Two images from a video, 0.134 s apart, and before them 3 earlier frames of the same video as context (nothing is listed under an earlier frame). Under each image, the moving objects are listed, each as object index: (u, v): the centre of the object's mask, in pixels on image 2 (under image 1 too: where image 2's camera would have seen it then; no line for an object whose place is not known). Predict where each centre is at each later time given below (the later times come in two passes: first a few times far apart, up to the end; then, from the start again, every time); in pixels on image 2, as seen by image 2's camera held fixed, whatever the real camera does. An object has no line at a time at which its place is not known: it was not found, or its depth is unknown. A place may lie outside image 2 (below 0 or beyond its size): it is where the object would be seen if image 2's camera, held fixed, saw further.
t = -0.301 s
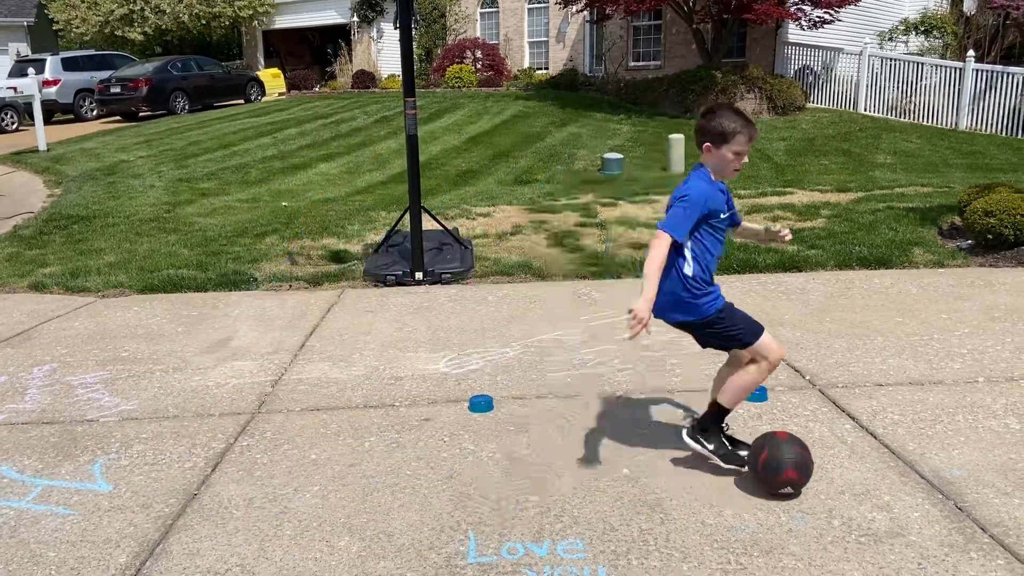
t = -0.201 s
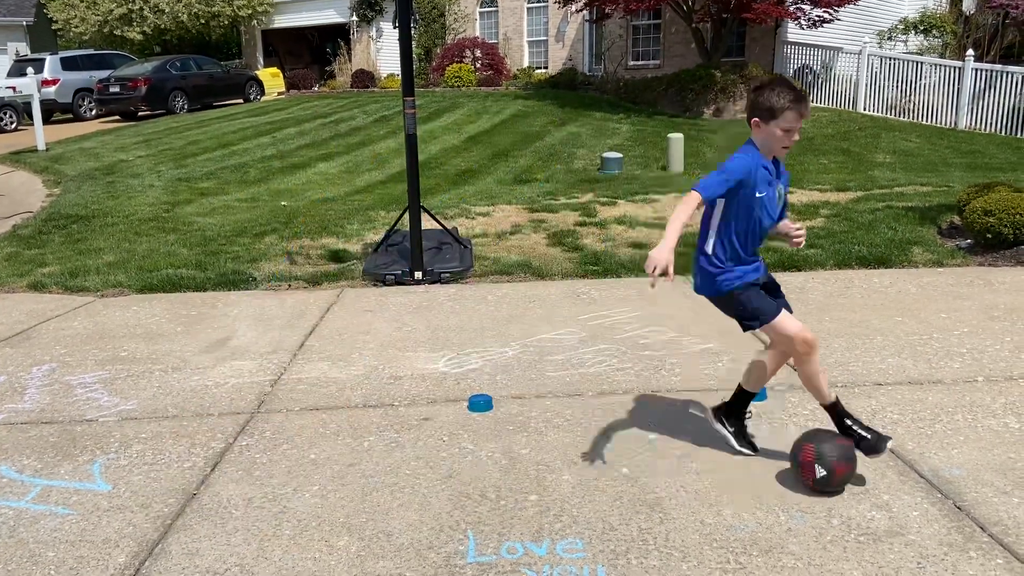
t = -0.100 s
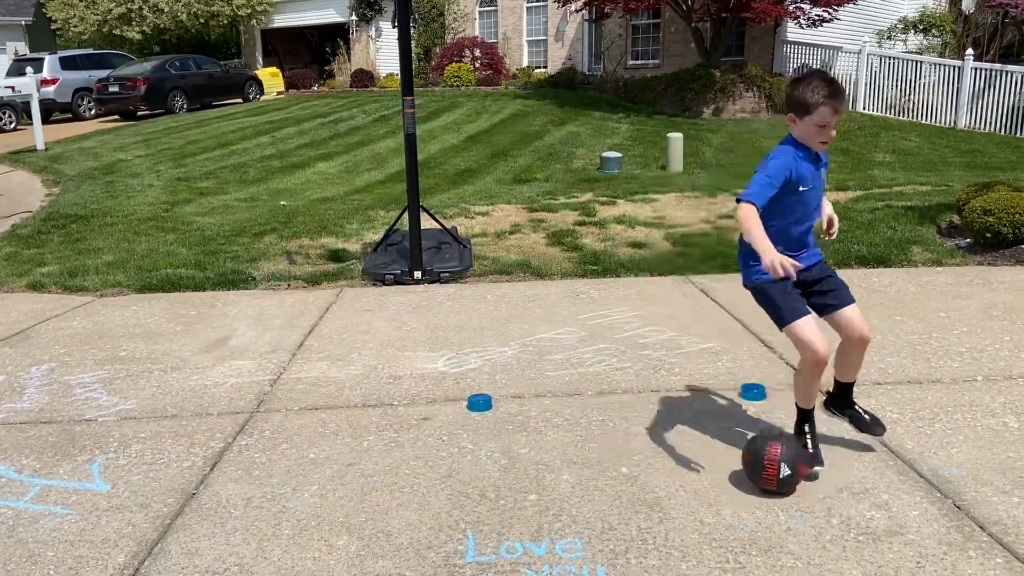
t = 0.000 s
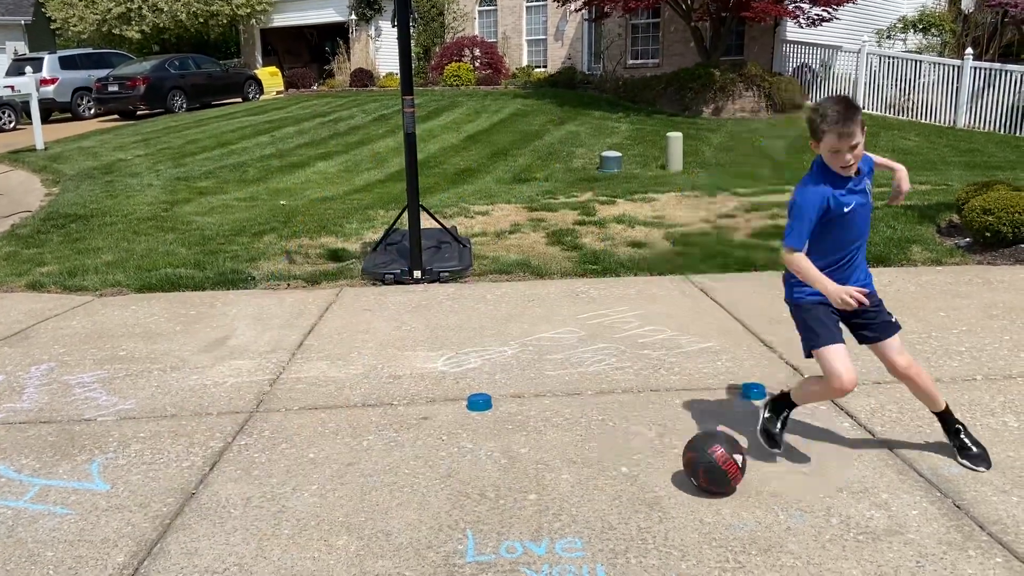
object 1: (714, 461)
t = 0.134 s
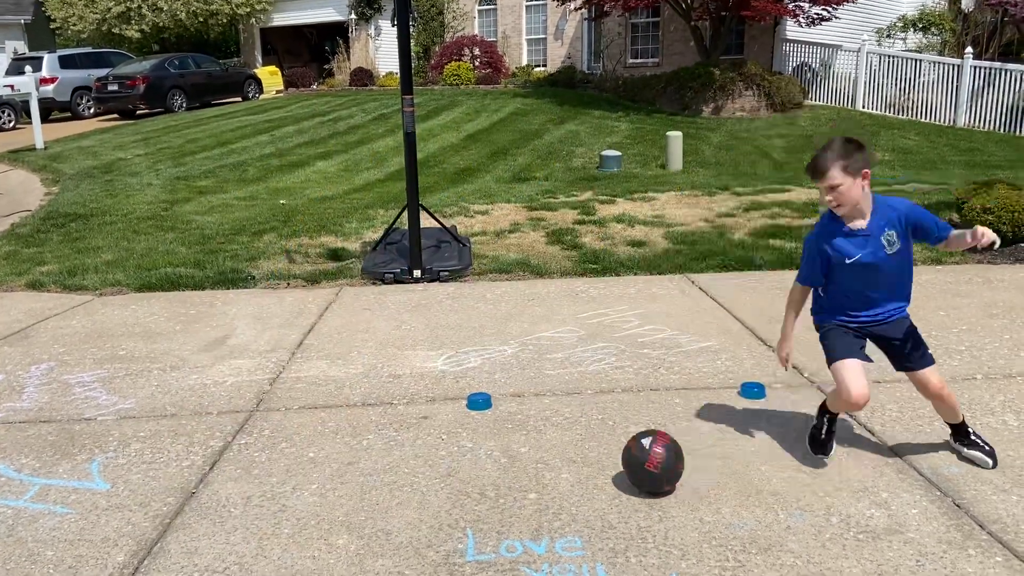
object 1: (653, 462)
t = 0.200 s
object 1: (624, 463)
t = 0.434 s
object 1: (523, 468)
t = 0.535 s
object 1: (478, 471)
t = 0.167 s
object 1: (638, 462)
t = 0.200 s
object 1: (624, 463)
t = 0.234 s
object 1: (610, 465)
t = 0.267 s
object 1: (595, 465)
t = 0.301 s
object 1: (581, 466)
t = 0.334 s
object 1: (567, 466)
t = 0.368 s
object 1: (552, 466)
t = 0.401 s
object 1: (538, 467)
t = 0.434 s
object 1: (523, 468)
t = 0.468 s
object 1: (508, 469)
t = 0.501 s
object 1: (493, 469)
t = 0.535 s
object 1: (478, 471)
